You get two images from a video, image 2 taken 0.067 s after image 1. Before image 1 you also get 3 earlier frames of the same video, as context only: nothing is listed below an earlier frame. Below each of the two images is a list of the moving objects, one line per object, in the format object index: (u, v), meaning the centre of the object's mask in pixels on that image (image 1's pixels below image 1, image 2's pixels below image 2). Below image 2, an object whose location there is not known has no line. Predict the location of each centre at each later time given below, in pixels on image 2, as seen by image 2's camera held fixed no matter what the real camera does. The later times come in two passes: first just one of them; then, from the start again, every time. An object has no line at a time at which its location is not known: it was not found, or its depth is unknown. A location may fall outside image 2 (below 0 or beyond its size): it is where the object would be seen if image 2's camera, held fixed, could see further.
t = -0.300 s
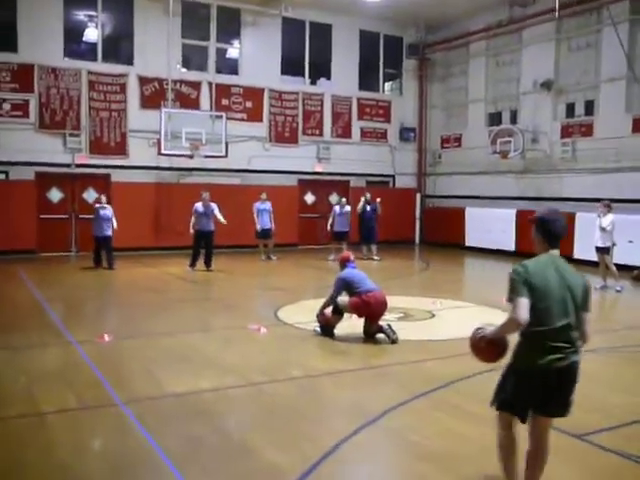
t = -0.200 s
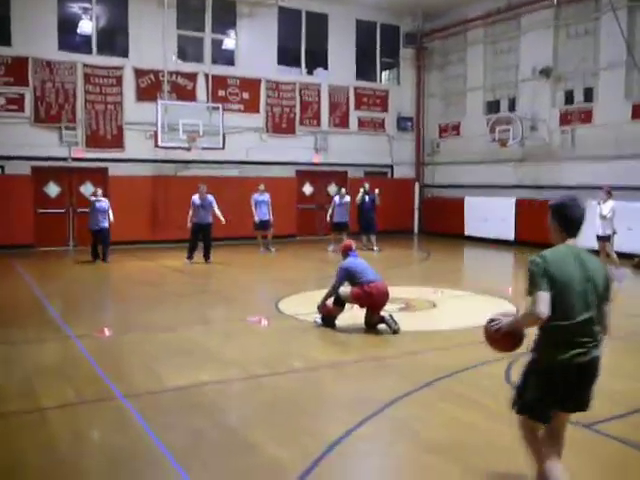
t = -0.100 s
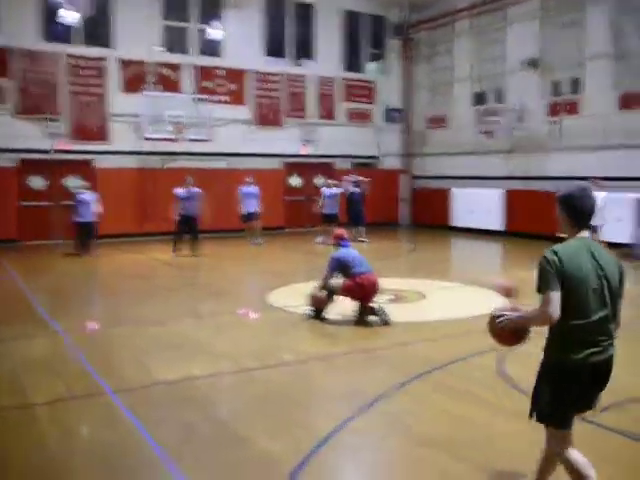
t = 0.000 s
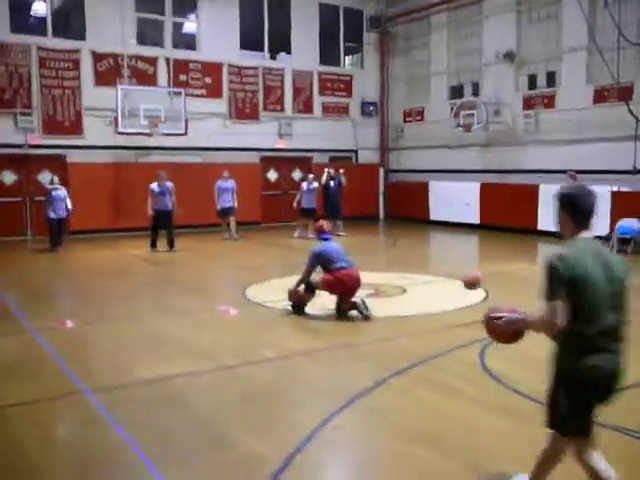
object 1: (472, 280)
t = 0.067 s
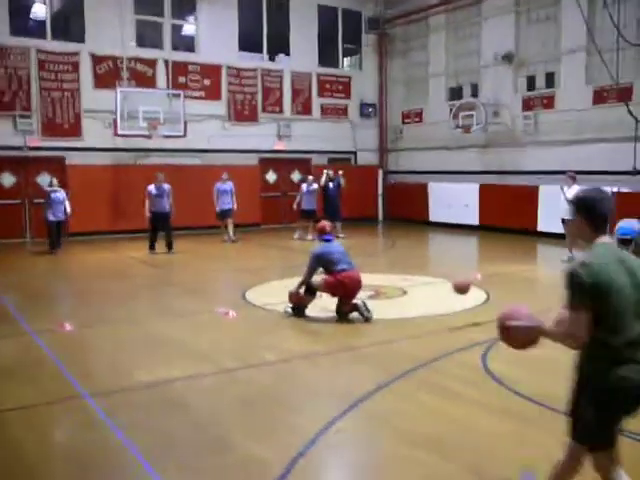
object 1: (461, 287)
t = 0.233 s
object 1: (431, 312)
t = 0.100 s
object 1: (455, 290)
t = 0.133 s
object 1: (449, 292)
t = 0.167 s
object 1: (444, 297)
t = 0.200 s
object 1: (438, 303)
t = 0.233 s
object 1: (431, 312)
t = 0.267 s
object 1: (426, 313)
